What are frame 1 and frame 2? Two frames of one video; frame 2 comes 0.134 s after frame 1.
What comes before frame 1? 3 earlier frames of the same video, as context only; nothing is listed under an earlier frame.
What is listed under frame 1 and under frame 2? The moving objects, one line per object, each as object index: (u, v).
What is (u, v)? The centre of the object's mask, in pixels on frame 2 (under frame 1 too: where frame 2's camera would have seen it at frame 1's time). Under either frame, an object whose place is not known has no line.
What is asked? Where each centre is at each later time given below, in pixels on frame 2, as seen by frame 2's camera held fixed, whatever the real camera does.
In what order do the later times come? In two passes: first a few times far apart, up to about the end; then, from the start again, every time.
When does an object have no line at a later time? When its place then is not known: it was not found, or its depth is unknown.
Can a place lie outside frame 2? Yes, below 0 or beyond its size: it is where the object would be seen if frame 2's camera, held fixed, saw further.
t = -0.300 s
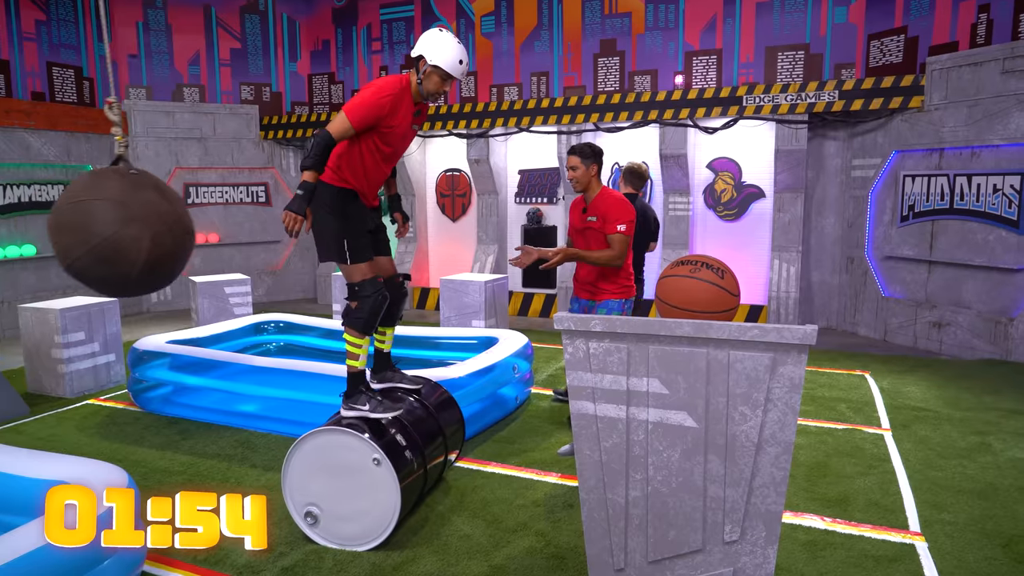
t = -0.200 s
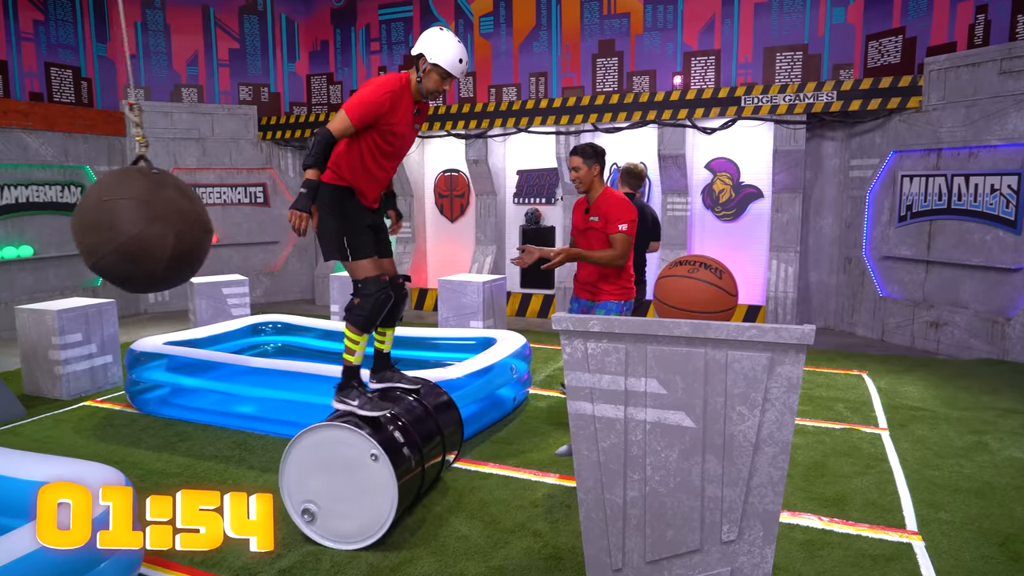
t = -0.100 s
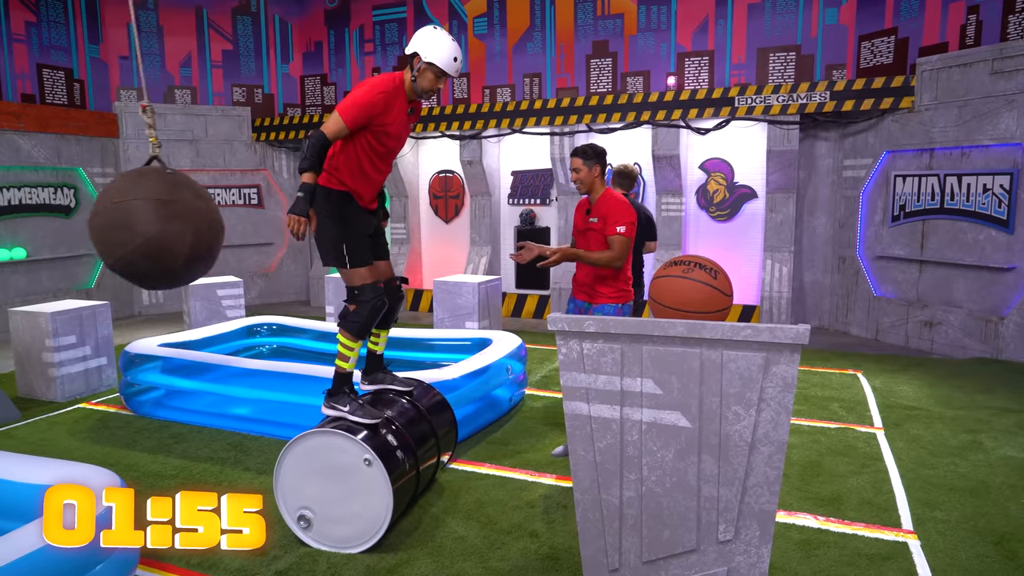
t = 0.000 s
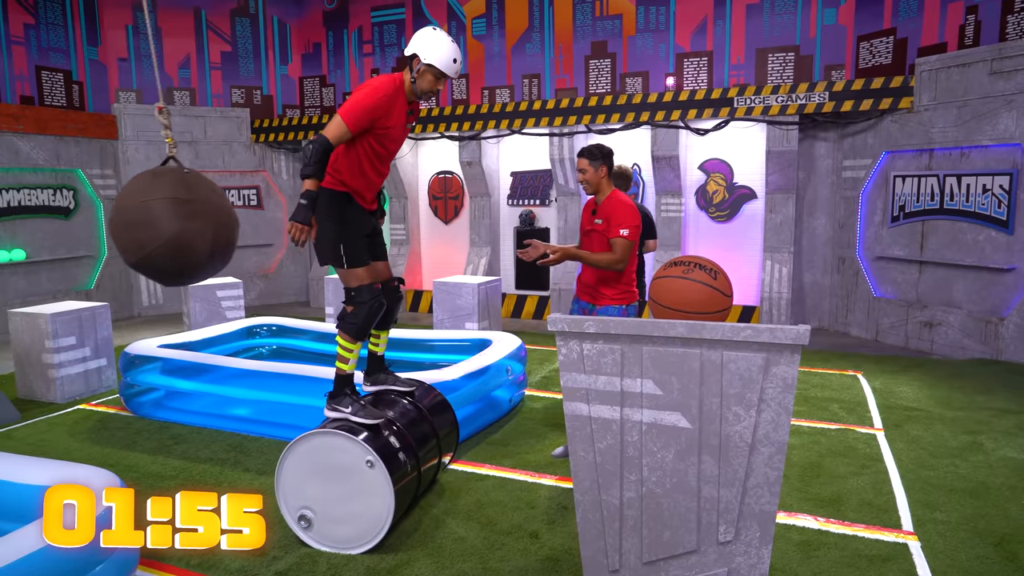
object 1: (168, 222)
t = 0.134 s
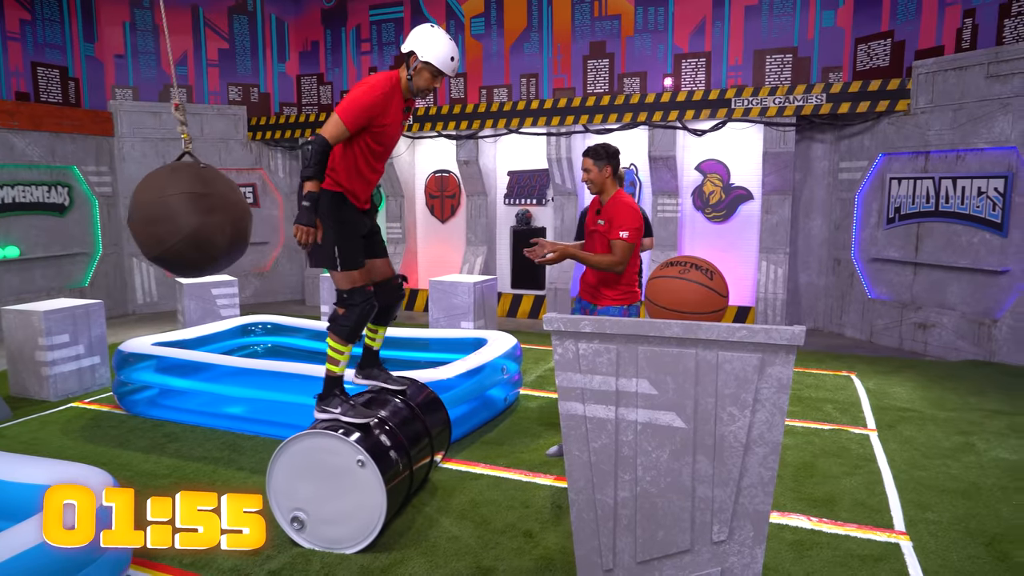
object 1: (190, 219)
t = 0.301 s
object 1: (210, 214)
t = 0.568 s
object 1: (232, 209)
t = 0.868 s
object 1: (236, 207)
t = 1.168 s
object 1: (226, 210)
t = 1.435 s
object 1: (202, 216)
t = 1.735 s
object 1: (157, 225)
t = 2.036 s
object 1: (115, 236)
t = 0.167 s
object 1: (194, 217)
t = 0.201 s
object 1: (198, 216)
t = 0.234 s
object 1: (203, 216)
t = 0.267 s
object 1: (207, 215)
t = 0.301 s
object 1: (210, 214)
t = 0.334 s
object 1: (214, 213)
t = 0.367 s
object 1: (215, 212)
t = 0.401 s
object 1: (217, 210)
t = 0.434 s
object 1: (221, 210)
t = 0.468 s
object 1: (224, 210)
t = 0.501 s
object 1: (226, 210)
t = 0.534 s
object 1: (229, 209)
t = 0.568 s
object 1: (232, 209)
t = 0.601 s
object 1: (234, 208)
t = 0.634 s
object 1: (236, 208)
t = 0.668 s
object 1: (236, 207)
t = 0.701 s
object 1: (236, 207)
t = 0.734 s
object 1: (237, 207)
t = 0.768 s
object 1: (236, 207)
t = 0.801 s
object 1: (236, 207)
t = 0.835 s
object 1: (236, 207)
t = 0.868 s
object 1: (236, 207)
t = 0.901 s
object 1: (235, 207)
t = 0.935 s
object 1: (235, 207)
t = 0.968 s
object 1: (235, 207)
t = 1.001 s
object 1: (234, 208)
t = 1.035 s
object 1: (233, 208)
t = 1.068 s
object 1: (231, 208)
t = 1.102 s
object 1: (230, 209)
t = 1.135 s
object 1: (228, 209)
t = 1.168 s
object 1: (226, 210)
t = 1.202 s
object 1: (224, 210)
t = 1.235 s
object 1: (221, 211)
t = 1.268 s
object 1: (219, 212)
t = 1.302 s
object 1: (216, 213)
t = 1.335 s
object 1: (213, 213)
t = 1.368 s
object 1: (210, 213)
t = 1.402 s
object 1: (206, 214)
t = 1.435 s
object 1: (202, 216)
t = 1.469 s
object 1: (198, 217)
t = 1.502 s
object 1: (193, 217)
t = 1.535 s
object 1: (189, 219)
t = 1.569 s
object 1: (184, 220)
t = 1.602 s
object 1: (179, 221)
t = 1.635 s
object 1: (173, 222)
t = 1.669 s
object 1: (168, 223)
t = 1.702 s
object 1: (162, 224)
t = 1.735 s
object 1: (157, 225)
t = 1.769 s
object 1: (150, 226)
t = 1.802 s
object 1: (144, 228)
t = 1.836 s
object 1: (137, 229)
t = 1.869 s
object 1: (130, 230)
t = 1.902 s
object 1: (125, 232)
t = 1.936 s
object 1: (122, 233)
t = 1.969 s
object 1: (120, 234)
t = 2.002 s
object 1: (117, 235)
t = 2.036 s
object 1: (115, 236)
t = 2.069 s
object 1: (113, 236)
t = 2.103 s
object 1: (111, 237)
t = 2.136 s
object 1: (110, 238)
